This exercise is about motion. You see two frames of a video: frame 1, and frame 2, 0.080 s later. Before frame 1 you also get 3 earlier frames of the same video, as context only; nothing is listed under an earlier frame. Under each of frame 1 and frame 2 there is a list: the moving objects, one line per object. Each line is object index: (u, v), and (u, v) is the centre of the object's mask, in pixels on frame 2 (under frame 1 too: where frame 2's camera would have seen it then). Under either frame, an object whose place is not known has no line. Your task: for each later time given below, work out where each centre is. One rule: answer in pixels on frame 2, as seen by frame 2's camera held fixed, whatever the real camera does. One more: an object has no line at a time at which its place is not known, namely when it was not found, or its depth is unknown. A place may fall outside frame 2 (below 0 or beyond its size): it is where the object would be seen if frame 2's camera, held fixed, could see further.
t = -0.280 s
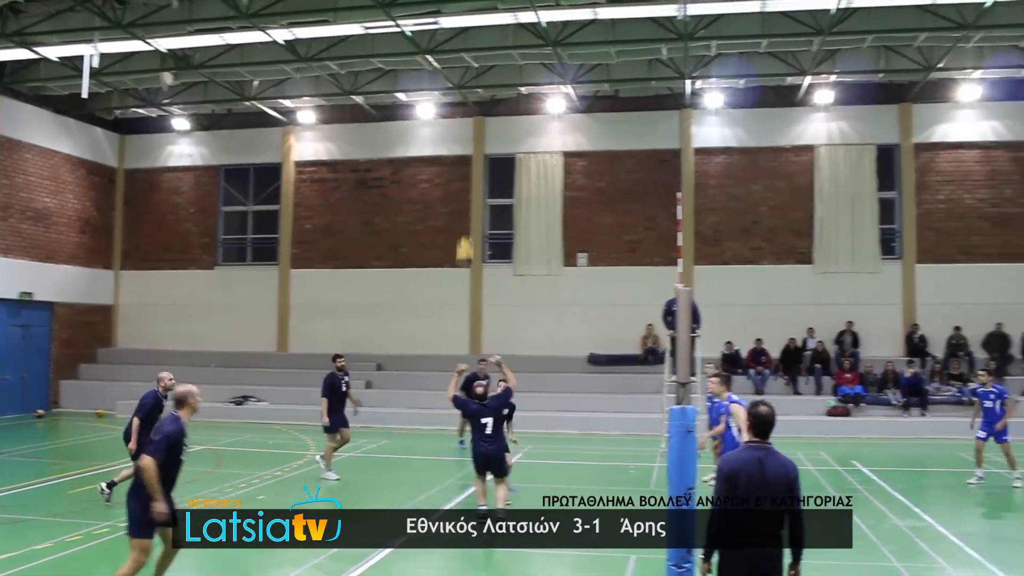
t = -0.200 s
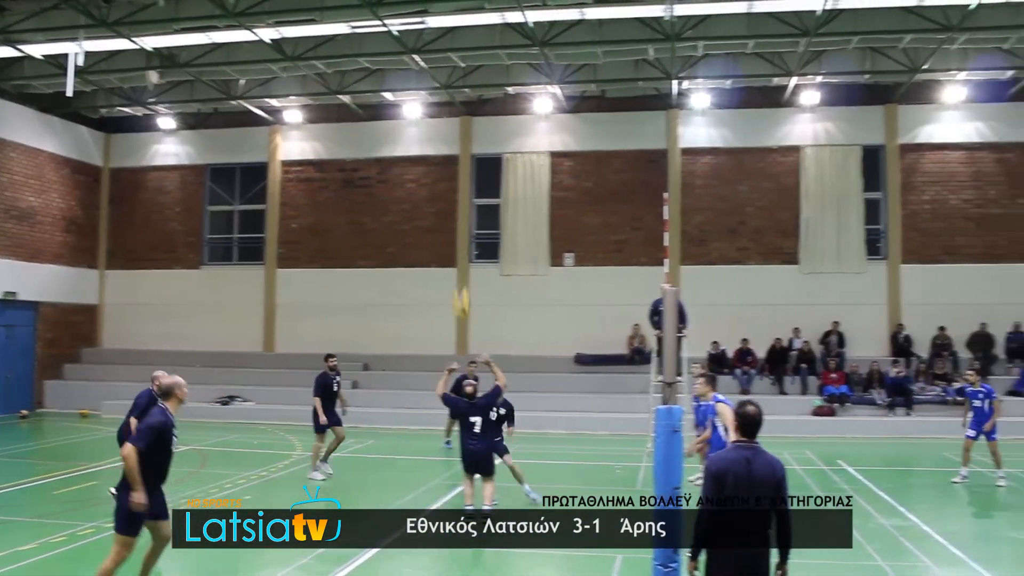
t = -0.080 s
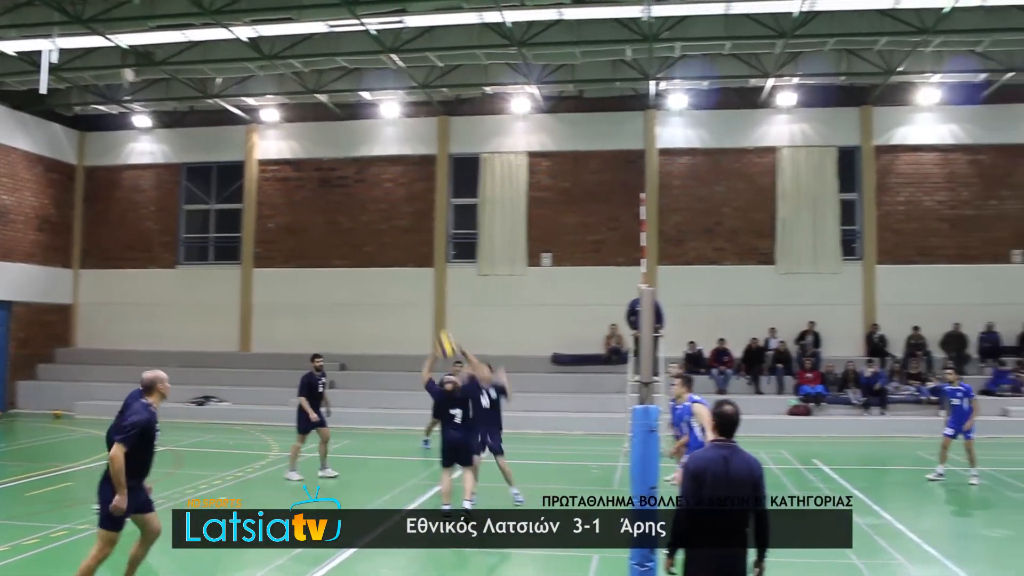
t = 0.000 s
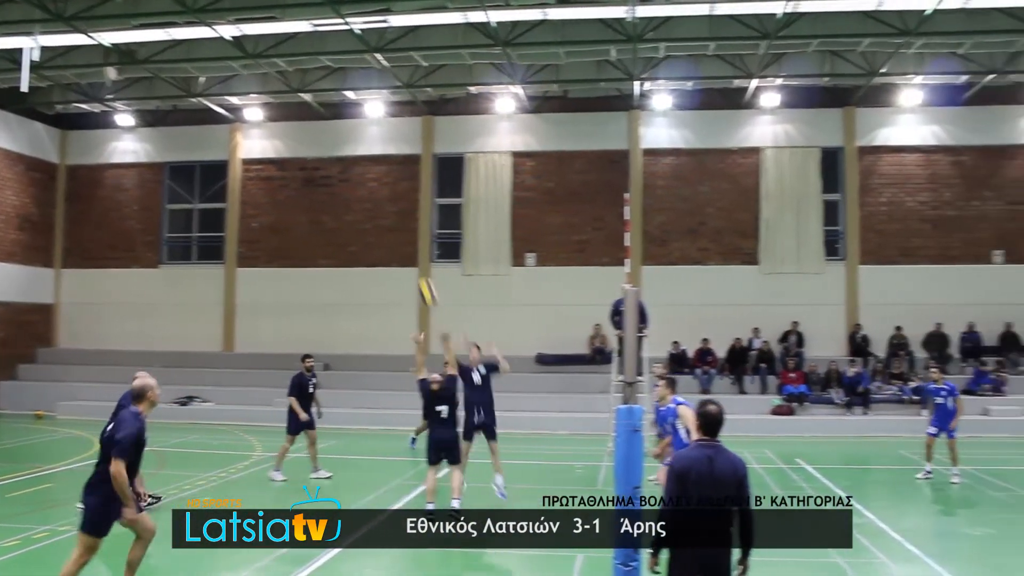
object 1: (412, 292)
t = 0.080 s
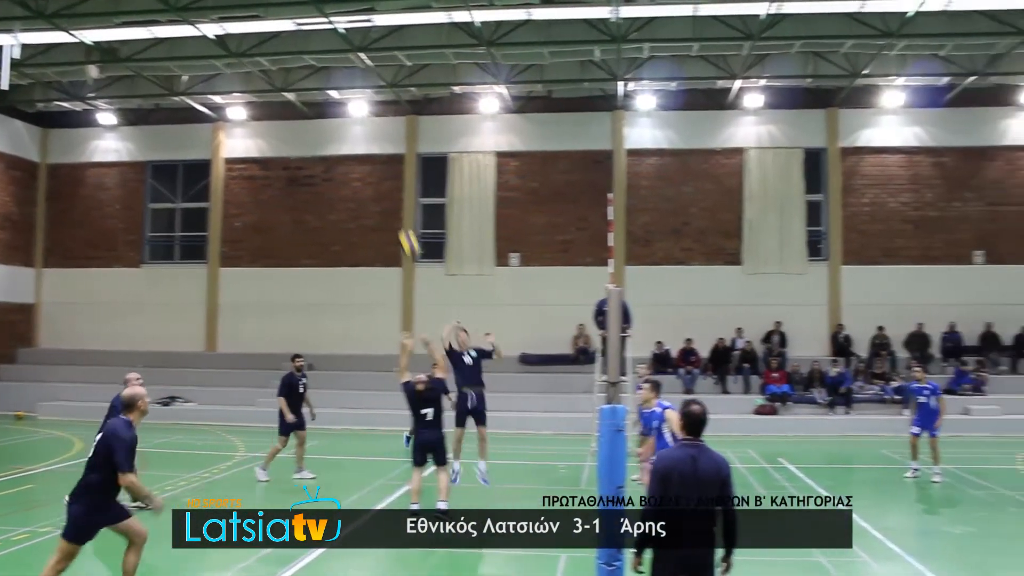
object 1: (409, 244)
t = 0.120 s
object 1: (408, 220)
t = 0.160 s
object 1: (407, 200)
